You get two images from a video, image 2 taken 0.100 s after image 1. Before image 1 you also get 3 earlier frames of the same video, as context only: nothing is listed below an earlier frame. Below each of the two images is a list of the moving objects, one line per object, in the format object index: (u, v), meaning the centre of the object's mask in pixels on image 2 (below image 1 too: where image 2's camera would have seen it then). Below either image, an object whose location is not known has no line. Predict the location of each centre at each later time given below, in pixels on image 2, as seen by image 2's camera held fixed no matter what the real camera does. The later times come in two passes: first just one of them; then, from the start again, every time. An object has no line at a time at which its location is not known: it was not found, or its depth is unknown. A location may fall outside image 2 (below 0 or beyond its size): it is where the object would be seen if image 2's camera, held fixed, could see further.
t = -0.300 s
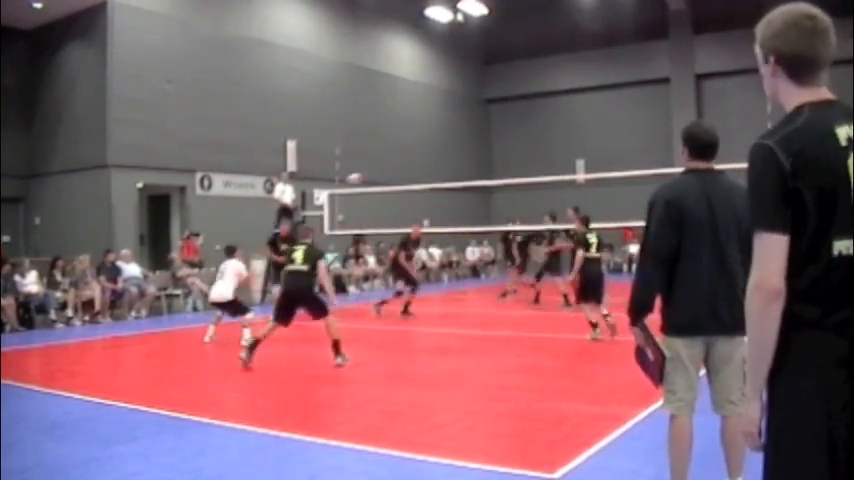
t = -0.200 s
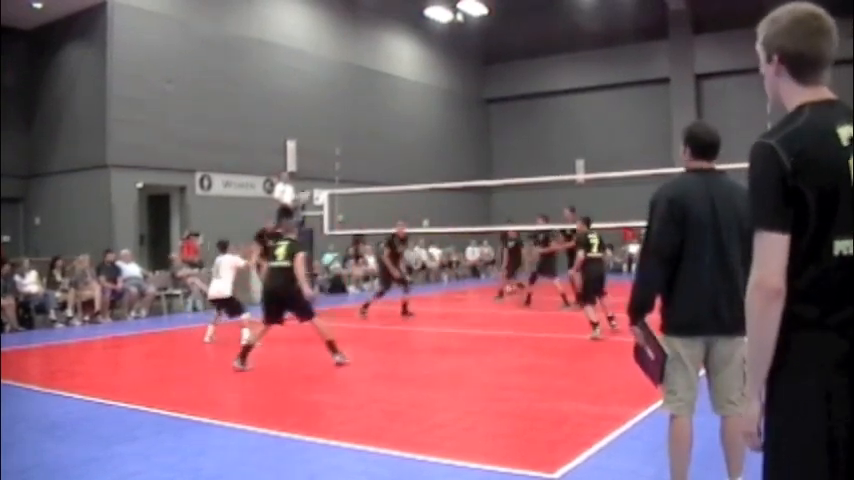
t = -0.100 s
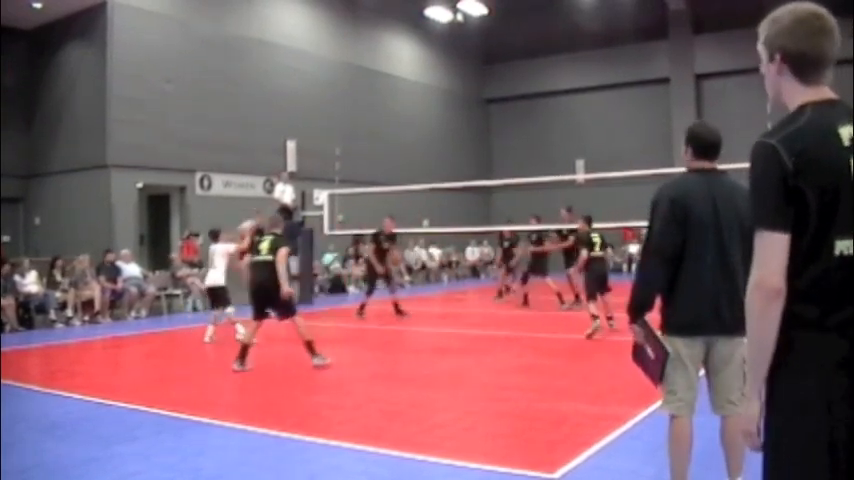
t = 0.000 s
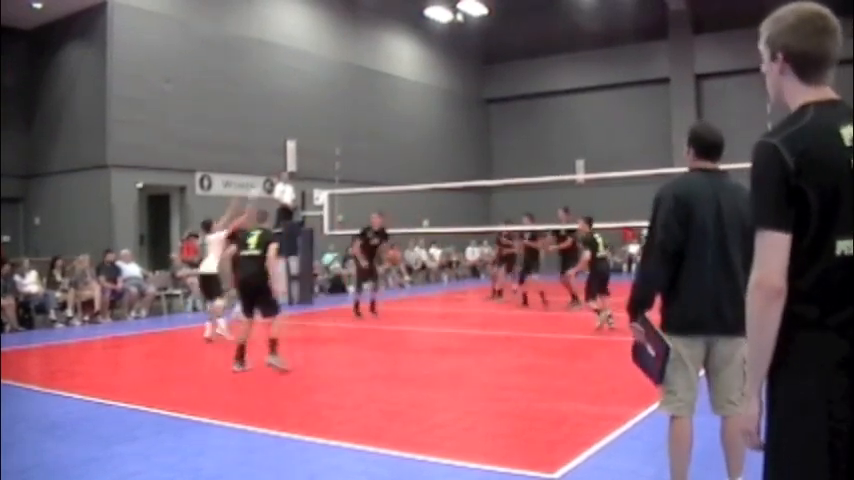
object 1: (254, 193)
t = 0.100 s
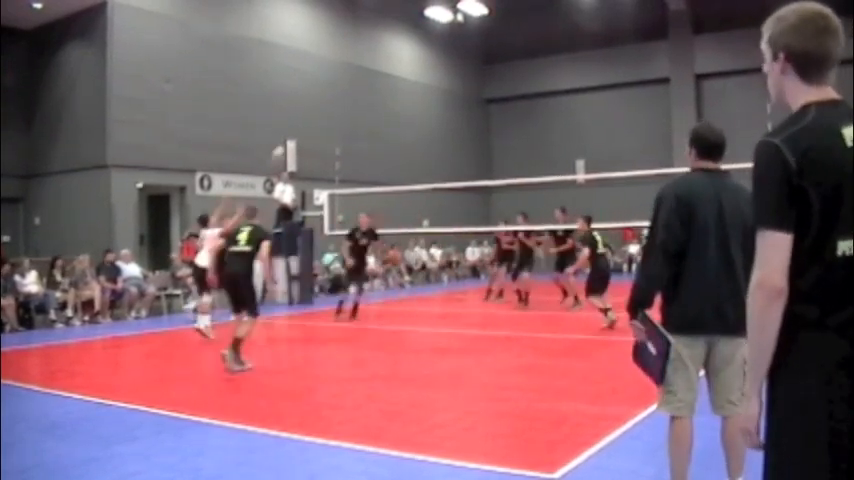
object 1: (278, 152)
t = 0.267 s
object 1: (315, 102)
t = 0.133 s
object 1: (286, 141)
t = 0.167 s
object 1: (293, 129)
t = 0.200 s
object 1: (302, 118)
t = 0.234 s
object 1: (307, 109)
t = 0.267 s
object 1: (315, 102)
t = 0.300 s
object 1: (322, 94)
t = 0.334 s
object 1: (329, 88)
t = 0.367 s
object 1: (336, 82)
